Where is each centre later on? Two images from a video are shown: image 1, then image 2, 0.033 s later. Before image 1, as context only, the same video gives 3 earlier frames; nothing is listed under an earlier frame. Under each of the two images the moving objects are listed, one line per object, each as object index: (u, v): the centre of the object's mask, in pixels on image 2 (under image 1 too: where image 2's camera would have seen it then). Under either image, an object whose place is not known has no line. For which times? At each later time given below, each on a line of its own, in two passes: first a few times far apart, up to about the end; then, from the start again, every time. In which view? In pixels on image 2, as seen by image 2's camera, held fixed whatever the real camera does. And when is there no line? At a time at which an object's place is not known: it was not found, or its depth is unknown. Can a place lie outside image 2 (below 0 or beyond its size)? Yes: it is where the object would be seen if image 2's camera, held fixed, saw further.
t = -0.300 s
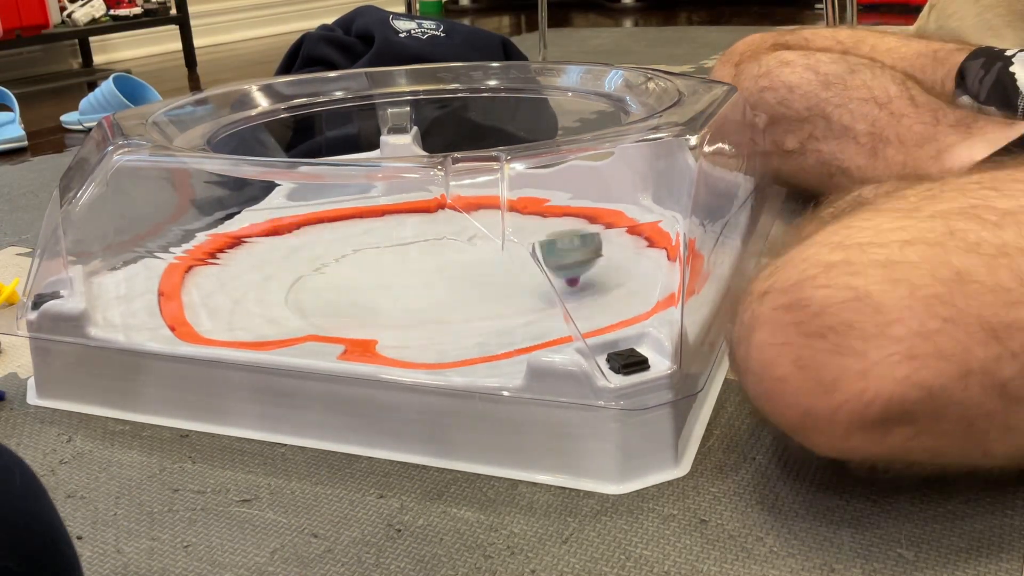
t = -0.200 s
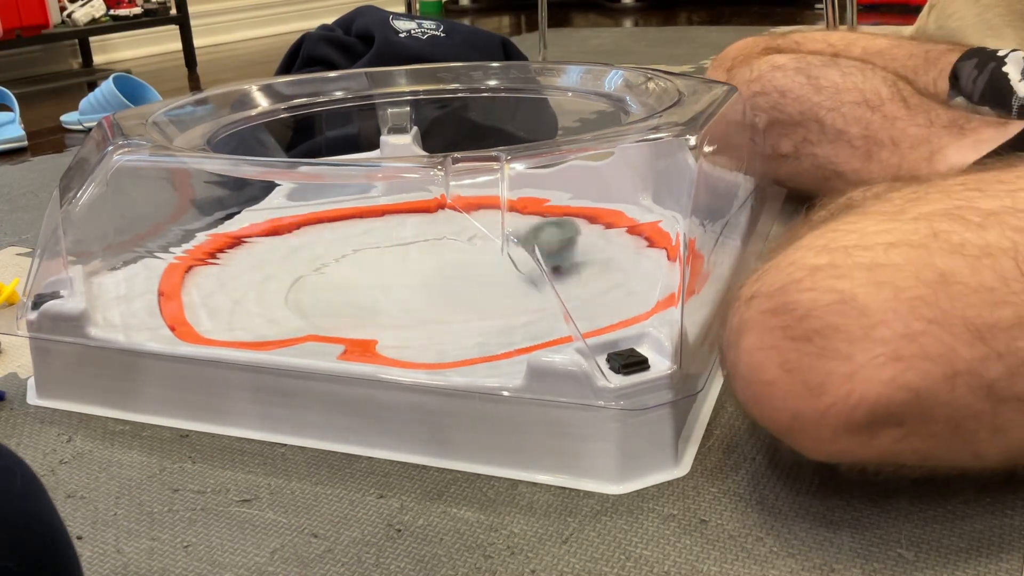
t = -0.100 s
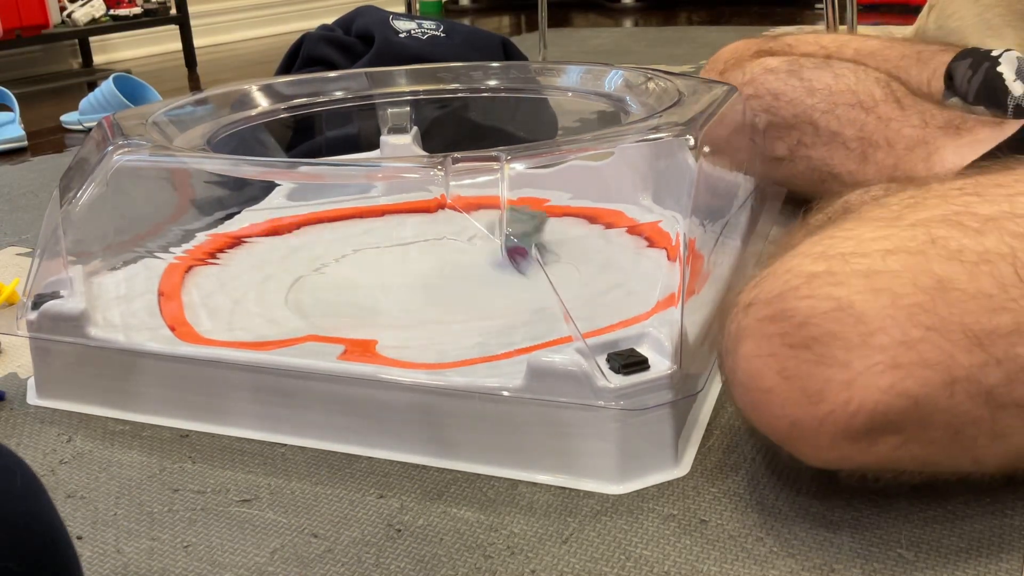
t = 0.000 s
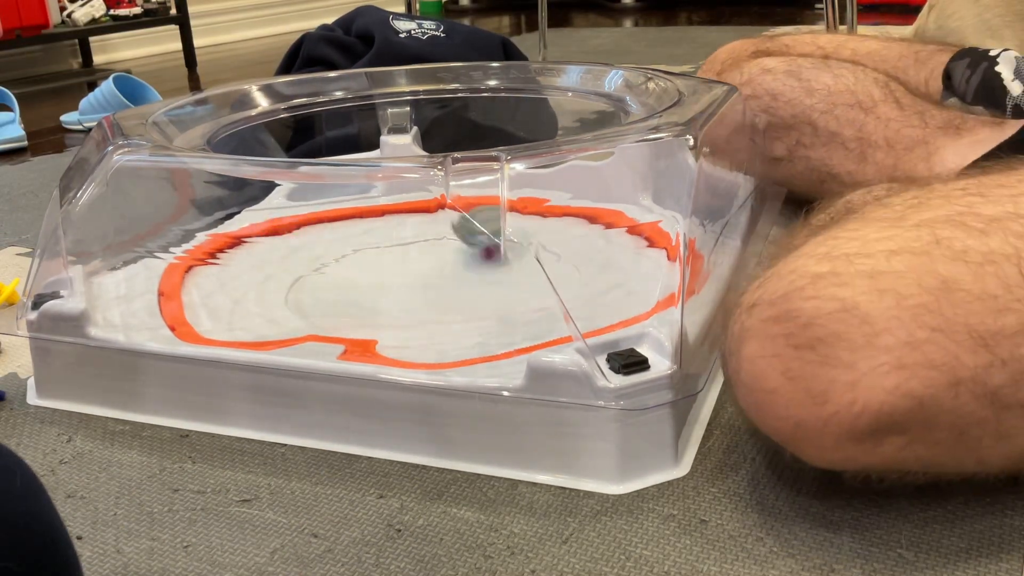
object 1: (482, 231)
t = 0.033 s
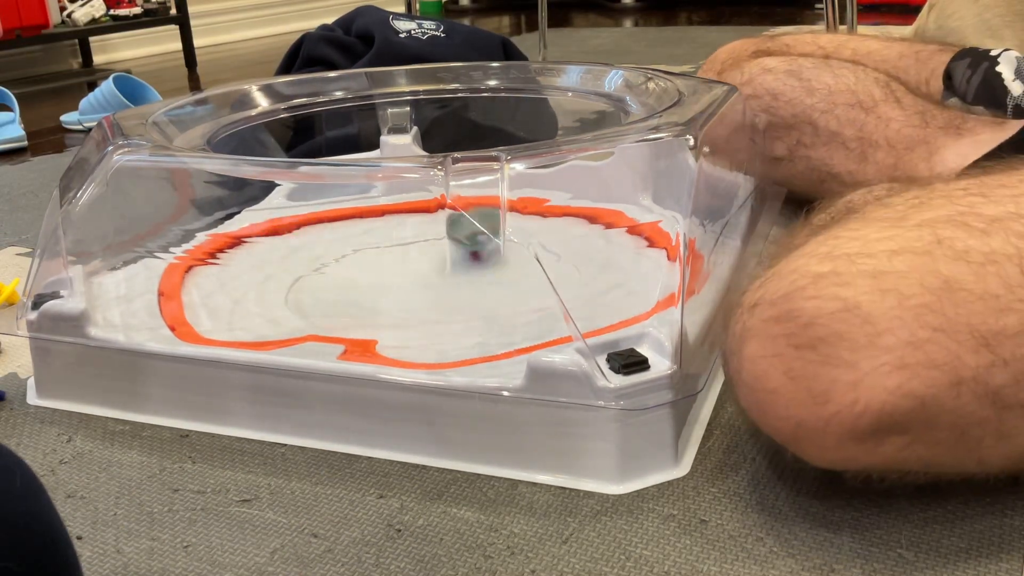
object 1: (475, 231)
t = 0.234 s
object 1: (391, 269)
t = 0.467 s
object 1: (442, 302)
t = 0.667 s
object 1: (545, 284)
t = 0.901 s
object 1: (559, 277)
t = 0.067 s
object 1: (457, 236)
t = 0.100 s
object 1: (442, 241)
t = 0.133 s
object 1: (428, 248)
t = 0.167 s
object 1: (415, 254)
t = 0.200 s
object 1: (401, 261)
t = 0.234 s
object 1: (391, 269)
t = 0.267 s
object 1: (386, 276)
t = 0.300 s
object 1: (383, 285)
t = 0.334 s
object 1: (385, 292)
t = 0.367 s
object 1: (393, 296)
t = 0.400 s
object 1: (405, 300)
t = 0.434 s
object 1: (421, 302)
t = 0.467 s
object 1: (442, 302)
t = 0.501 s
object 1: (467, 299)
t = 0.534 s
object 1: (491, 295)
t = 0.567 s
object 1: (512, 291)
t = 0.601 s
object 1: (527, 289)
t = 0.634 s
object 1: (538, 286)
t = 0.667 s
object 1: (545, 284)
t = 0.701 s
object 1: (549, 283)
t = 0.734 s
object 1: (552, 282)
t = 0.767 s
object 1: (554, 281)
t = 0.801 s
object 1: (556, 279)
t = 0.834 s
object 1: (557, 278)
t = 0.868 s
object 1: (558, 277)
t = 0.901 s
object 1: (559, 277)
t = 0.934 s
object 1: (559, 276)
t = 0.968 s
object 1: (559, 275)
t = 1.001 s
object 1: (559, 275)
